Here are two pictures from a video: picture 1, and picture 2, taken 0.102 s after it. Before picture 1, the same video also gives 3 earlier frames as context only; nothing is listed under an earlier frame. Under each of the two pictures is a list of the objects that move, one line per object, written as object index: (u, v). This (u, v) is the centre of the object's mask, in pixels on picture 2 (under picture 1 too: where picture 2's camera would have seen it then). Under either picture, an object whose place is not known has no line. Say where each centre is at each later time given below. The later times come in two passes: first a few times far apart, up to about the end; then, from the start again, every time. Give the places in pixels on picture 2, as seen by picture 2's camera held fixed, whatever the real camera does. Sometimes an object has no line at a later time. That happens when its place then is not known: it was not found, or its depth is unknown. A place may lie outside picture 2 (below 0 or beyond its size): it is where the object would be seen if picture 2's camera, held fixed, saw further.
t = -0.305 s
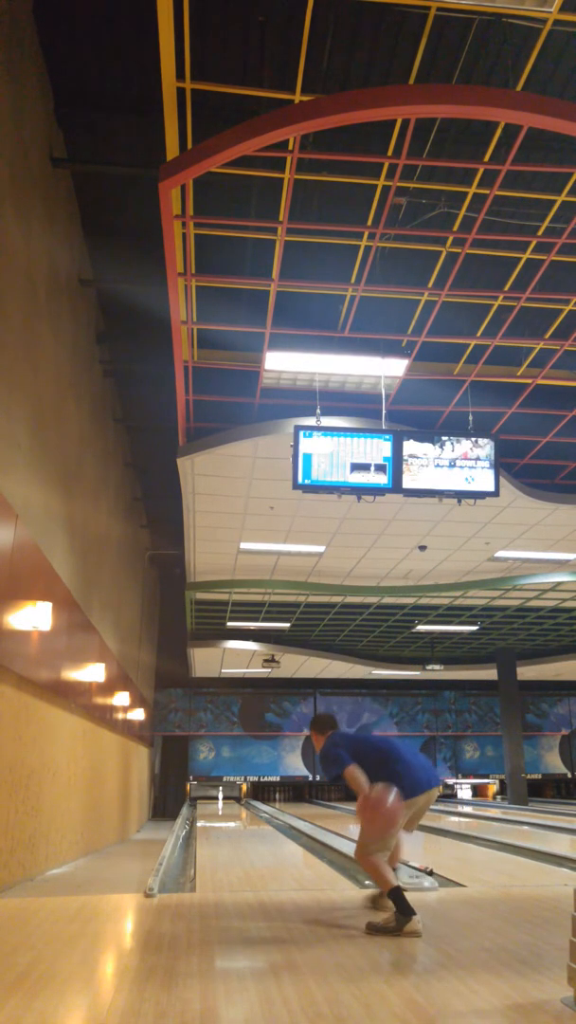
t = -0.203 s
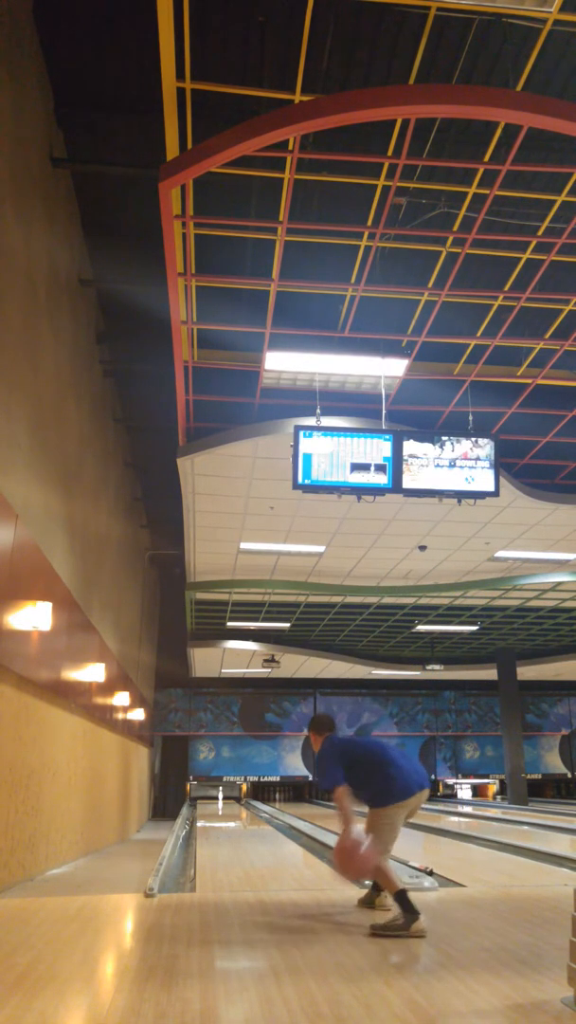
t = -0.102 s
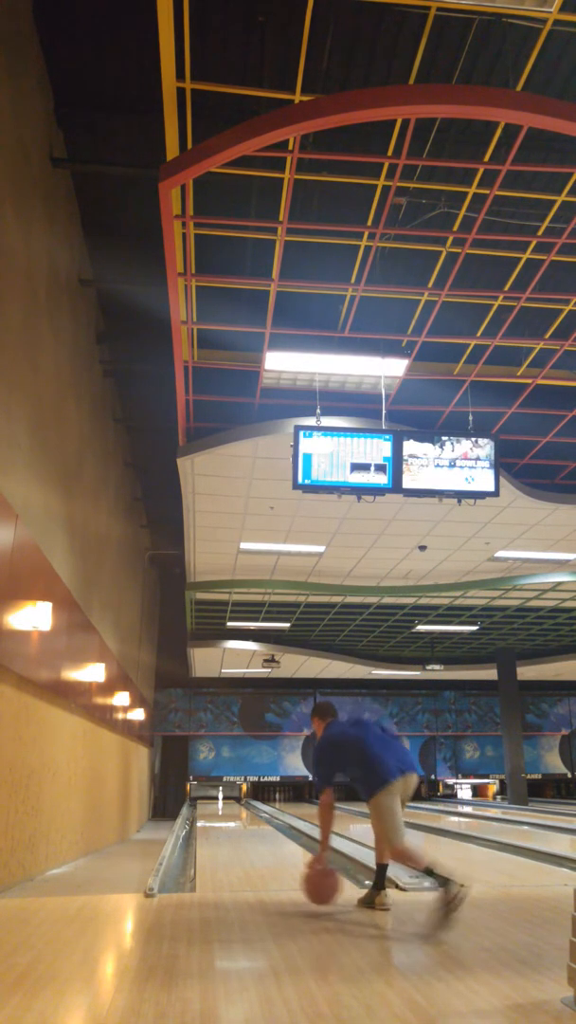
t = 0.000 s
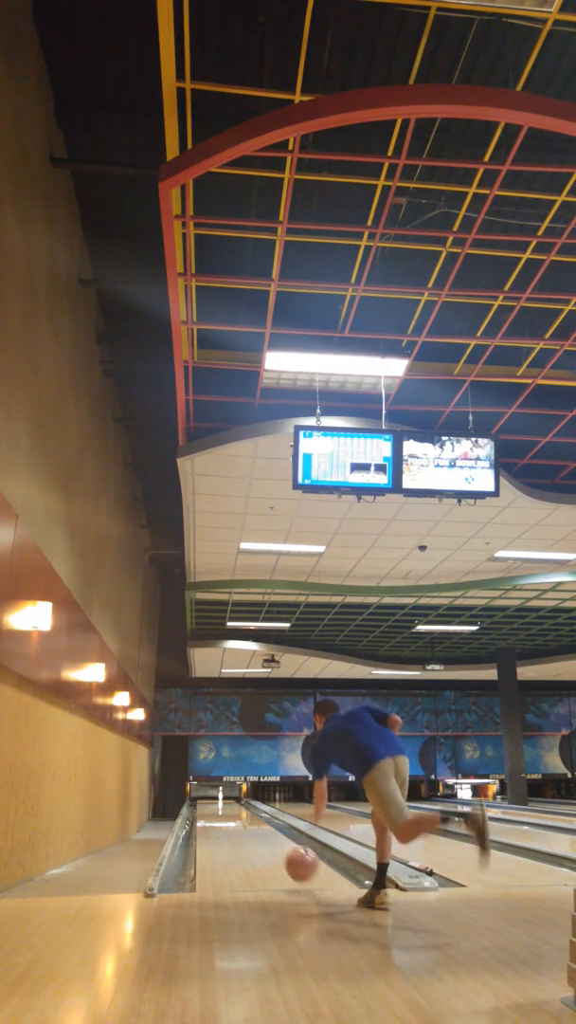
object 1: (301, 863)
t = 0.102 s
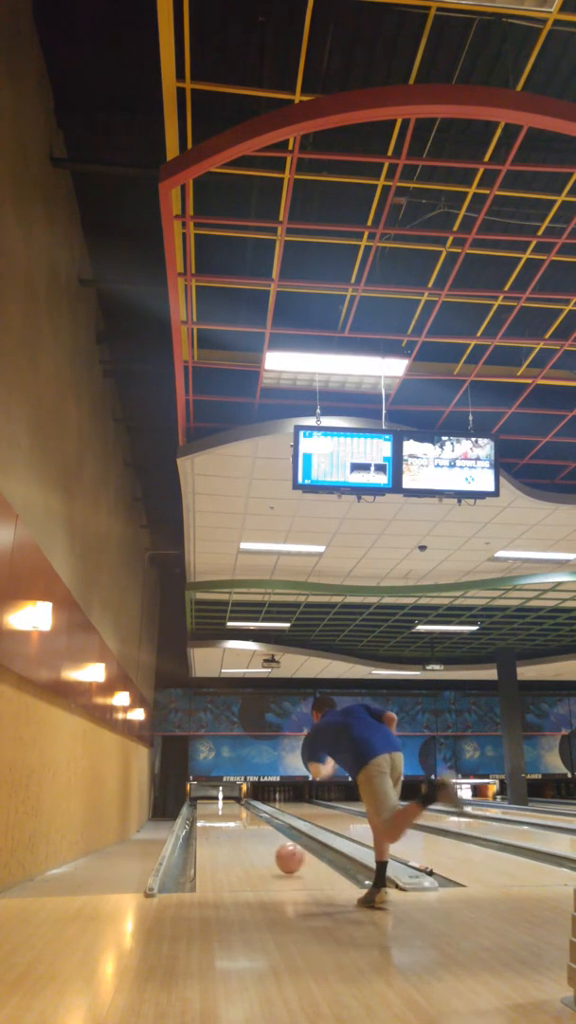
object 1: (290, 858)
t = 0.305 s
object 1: (273, 842)
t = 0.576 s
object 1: (260, 828)
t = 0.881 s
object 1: (250, 817)
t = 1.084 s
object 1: (246, 813)
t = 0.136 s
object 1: (286, 856)
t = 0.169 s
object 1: (283, 852)
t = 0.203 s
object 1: (280, 849)
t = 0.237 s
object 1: (278, 847)
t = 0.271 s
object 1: (275, 844)
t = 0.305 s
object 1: (273, 842)
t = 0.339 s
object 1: (271, 840)
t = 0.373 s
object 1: (269, 838)
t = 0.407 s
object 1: (268, 836)
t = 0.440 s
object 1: (266, 835)
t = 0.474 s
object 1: (264, 833)
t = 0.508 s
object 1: (263, 831)
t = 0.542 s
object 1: (261, 830)
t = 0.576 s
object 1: (260, 828)
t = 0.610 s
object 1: (259, 827)
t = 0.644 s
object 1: (258, 825)
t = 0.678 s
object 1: (257, 824)
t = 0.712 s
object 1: (255, 822)
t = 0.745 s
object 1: (254, 821)
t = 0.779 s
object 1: (253, 819)
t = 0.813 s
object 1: (253, 819)
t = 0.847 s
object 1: (251, 818)
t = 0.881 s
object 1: (250, 817)
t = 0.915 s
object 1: (250, 816)
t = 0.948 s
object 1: (249, 816)
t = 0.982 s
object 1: (249, 815)
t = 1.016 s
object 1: (247, 814)
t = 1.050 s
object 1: (246, 813)
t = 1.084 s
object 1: (246, 813)
